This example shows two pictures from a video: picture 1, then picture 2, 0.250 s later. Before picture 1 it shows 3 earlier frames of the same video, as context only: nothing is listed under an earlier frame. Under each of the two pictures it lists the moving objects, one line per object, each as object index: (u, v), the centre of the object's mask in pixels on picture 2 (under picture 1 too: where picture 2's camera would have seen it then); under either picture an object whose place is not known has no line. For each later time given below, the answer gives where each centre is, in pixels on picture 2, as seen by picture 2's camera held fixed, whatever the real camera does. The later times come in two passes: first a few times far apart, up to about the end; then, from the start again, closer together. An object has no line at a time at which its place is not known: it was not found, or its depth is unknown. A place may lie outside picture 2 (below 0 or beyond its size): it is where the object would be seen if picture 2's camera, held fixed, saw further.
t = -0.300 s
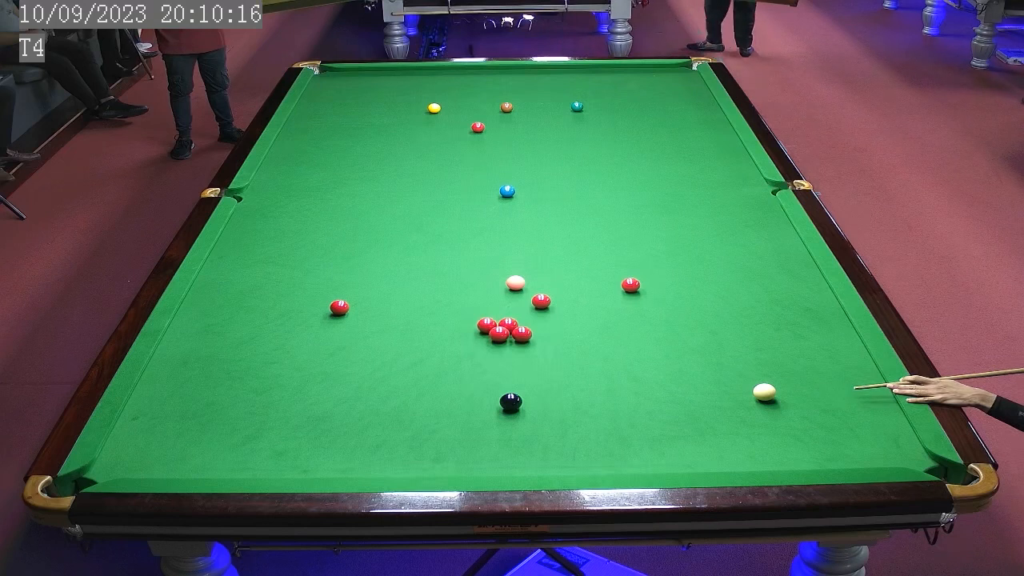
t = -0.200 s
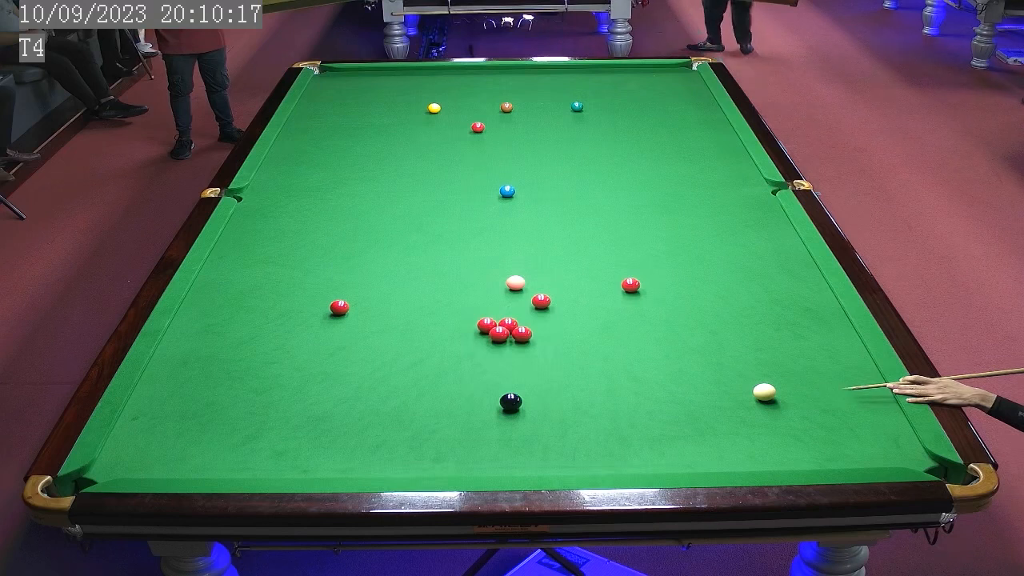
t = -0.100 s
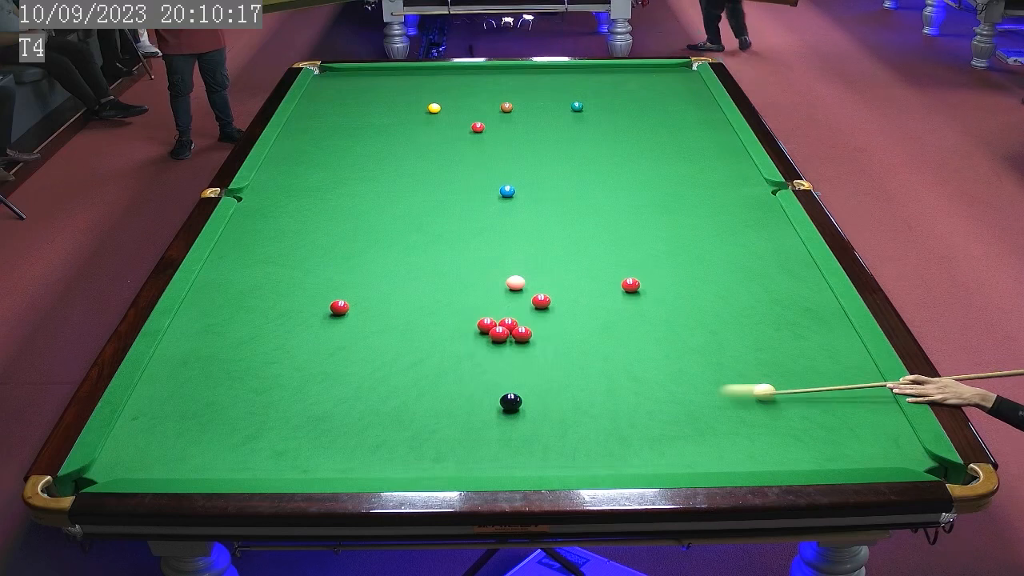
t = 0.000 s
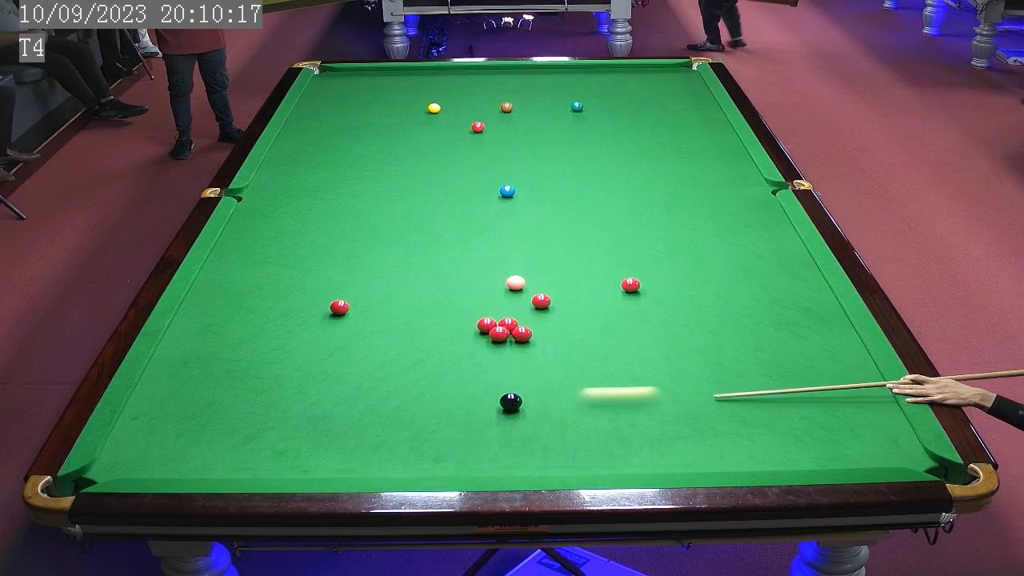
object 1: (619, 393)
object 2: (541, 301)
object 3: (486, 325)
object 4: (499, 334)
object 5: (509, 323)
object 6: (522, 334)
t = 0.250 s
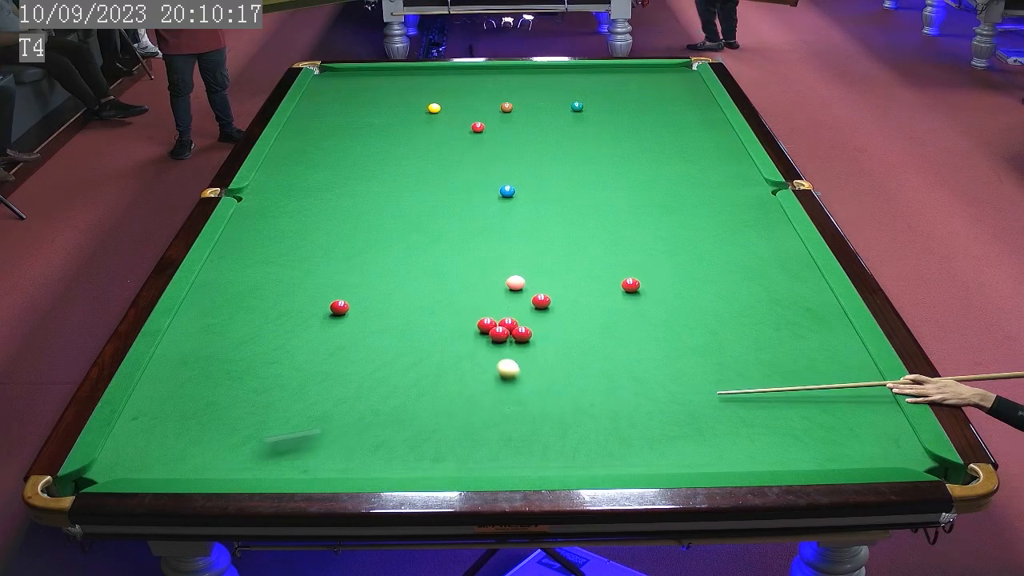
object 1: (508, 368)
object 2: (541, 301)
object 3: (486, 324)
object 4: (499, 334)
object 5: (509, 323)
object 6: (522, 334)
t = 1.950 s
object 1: (508, 337)
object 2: (569, 289)
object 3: (459, 303)
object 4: (453, 340)
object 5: (517, 295)
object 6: (533, 329)
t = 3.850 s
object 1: (508, 337)
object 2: (578, 286)
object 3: (455, 300)
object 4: (452, 340)
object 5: (516, 292)
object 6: (534, 329)
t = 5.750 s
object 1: (508, 337)
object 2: (578, 286)
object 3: (455, 300)
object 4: (452, 340)
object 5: (516, 292)
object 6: (534, 329)
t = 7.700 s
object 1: (508, 338)
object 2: (578, 285)
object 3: (455, 300)
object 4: (452, 340)
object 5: (516, 292)
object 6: (534, 329)
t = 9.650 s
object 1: (508, 338)
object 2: (578, 286)
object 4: (452, 340)
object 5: (516, 292)
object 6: (534, 329)
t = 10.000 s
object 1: (508, 337)
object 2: (578, 286)
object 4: (452, 340)
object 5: (516, 292)
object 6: (534, 329)
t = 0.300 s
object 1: (506, 363)
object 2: (541, 301)
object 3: (486, 324)
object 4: (499, 334)
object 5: (509, 323)
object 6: (522, 334)
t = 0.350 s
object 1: (505, 357)
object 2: (541, 301)
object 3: (486, 324)
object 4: (499, 334)
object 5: (509, 323)
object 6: (522, 334)
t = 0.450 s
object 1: (503, 347)
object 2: (541, 301)
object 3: (486, 324)
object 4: (498, 333)
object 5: (509, 323)
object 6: (522, 334)
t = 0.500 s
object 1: (503, 343)
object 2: (541, 301)
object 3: (486, 324)
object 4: (498, 332)
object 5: (509, 323)
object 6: (522, 334)
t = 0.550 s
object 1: (504, 342)
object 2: (541, 301)
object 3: (485, 323)
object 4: (494, 332)
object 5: (510, 322)
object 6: (522, 334)
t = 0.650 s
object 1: (506, 340)
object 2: (541, 301)
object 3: (482, 321)
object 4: (490, 334)
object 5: (514, 318)
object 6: (522, 334)
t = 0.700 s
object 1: (506, 340)
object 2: (541, 301)
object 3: (481, 321)
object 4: (488, 334)
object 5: (516, 316)
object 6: (523, 333)
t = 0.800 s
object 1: (507, 339)
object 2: (541, 301)
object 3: (478, 319)
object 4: (484, 335)
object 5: (520, 312)
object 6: (525, 332)
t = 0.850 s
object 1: (507, 339)
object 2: (541, 301)
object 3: (477, 318)
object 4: (482, 336)
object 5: (522, 310)
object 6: (525, 332)
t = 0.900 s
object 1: (507, 338)
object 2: (541, 301)
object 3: (476, 317)
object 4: (480, 336)
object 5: (524, 308)
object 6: (526, 331)
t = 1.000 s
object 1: (508, 338)
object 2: (543, 300)
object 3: (474, 315)
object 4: (476, 336)
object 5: (526, 306)
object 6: (528, 331)
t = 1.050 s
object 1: (508, 338)
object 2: (545, 300)
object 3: (472, 314)
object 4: (474, 337)
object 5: (525, 305)
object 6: (529, 330)
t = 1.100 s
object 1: (508, 338)
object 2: (547, 299)
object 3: (471, 313)
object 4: (472, 337)
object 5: (524, 304)
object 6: (530, 330)
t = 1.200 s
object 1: (508, 337)
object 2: (550, 297)
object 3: (469, 312)
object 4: (469, 337)
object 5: (523, 303)
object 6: (531, 329)
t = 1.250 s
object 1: (508, 337)
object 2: (551, 297)
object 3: (469, 311)
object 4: (467, 338)
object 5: (523, 302)
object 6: (531, 329)
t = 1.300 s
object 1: (508, 337)
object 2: (553, 296)
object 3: (468, 311)
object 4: (466, 338)
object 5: (522, 301)
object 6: (532, 329)
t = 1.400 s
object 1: (508, 337)
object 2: (556, 295)
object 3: (466, 309)
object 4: (463, 339)
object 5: (521, 300)
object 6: (532, 329)
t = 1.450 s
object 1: (508, 337)
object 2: (558, 294)
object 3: (465, 309)
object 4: (462, 339)
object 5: (521, 299)
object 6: (533, 329)
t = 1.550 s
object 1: (508, 337)
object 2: (560, 293)
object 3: (464, 307)
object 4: (460, 339)
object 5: (520, 298)
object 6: (533, 329)
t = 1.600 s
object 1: (508, 337)
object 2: (561, 293)
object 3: (463, 307)
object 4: (458, 339)
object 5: (520, 298)
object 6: (533, 329)
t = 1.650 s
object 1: (508, 337)
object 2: (563, 292)
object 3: (462, 306)
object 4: (458, 339)
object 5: (519, 298)
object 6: (533, 329)
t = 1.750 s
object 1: (508, 337)
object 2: (565, 291)
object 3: (461, 305)
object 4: (456, 340)
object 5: (518, 297)
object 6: (533, 329)
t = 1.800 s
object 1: (508, 337)
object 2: (566, 290)
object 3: (460, 305)
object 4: (455, 340)
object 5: (518, 296)
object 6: (533, 329)
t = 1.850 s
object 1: (508, 337)
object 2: (567, 290)
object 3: (460, 304)
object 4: (454, 340)
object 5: (518, 296)
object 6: (533, 329)
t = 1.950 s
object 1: (508, 337)
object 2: (569, 289)
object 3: (459, 303)
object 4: (453, 340)
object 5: (517, 295)
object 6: (533, 329)
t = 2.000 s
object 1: (508, 337)
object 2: (570, 289)
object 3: (458, 303)
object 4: (452, 340)
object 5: (517, 295)
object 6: (534, 329)
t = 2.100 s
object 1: (508, 337)
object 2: (572, 288)
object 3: (457, 302)
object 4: (452, 340)
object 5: (517, 294)
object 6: (534, 329)
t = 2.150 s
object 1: (508, 337)
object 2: (573, 288)
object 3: (457, 302)
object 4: (452, 340)
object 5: (517, 294)
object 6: (534, 329)
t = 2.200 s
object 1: (508, 337)
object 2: (573, 288)
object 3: (457, 302)
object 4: (451, 340)
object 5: (517, 294)
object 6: (534, 329)
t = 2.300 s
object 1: (508, 337)
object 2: (574, 287)
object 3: (457, 301)
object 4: (452, 340)
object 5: (517, 293)
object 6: (534, 329)
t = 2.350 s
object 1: (508, 337)
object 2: (575, 287)
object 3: (456, 301)
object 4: (452, 340)
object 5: (517, 293)
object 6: (534, 329)
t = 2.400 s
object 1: (508, 337)
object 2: (576, 287)
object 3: (456, 301)
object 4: (452, 340)
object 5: (517, 293)
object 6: (534, 329)
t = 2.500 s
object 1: (508, 337)
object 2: (577, 286)
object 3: (456, 301)
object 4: (452, 340)
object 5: (517, 293)
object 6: (534, 329)
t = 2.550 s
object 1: (508, 337)
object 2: (577, 286)
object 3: (456, 301)
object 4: (452, 340)
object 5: (517, 293)
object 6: (534, 329)
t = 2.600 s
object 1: (508, 337)
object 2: (577, 286)
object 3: (455, 300)
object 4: (452, 340)
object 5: (517, 293)
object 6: (534, 329)
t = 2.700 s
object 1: (508, 337)
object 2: (578, 286)
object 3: (455, 300)
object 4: (452, 340)
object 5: (517, 293)
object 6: (534, 329)
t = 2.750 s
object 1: (508, 337)
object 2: (578, 285)
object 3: (455, 300)
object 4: (452, 340)
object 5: (516, 293)
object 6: (534, 329)
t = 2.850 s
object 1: (508, 337)
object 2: (579, 285)
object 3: (455, 300)
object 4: (452, 340)
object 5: (516, 292)
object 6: (534, 329)
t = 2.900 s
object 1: (508, 337)
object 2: (579, 285)
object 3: (455, 300)
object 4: (452, 340)
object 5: (516, 292)
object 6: (534, 329)
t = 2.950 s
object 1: (508, 337)
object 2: (579, 285)
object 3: (455, 300)
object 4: (452, 340)
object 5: (516, 292)
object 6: (534, 329)
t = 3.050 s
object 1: (508, 337)
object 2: (579, 285)
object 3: (455, 300)
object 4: (452, 340)
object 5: (516, 292)
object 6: (534, 329)
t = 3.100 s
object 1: (508, 337)
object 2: (578, 285)
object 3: (455, 300)
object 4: (452, 340)
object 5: (516, 292)
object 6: (534, 329)
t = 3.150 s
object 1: (508, 337)
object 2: (578, 286)
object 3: (455, 300)
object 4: (452, 340)
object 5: (516, 292)
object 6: (534, 329)
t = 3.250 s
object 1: (508, 337)
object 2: (578, 285)
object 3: (455, 300)
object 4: (452, 340)
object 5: (516, 292)
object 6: (534, 329)
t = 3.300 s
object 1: (508, 337)
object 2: (578, 285)
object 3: (455, 300)
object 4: (452, 340)
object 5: (516, 292)
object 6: (534, 329)
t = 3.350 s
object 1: (508, 337)
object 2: (578, 285)
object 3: (455, 300)
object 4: (452, 340)
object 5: (516, 292)
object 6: (534, 329)
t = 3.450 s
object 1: (508, 337)
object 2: (578, 285)
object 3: (455, 300)
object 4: (452, 340)
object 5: (516, 292)
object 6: (534, 329)
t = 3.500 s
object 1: (508, 337)
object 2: (578, 285)
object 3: (455, 300)
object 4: (452, 340)
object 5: (516, 292)
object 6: (534, 329)
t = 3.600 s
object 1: (508, 337)
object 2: (578, 285)
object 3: (455, 300)
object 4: (452, 340)
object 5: (516, 292)
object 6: (534, 329)
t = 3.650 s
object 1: (508, 337)
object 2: (578, 285)
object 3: (455, 300)
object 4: (452, 340)
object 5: (516, 292)
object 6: (534, 329)
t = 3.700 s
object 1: (508, 337)
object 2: (578, 285)
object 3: (455, 300)
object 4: (452, 340)
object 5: (516, 292)
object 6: (534, 329)
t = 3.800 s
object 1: (508, 337)
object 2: (578, 286)
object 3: (455, 300)
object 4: (452, 340)
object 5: (516, 292)
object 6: (534, 329)
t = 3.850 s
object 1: (508, 337)
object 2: (578, 286)
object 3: (455, 300)
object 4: (452, 340)
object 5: (516, 292)
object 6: (534, 329)
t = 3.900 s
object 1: (508, 337)
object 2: (578, 286)
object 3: (455, 300)
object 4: (452, 340)
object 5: (516, 292)
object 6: (534, 329)
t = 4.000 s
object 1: (508, 337)
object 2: (578, 286)
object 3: (455, 300)
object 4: (452, 340)
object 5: (516, 292)
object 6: (534, 329)
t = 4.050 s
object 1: (508, 337)
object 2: (578, 286)
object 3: (455, 300)
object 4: (452, 340)
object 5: (516, 292)
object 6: (534, 329)
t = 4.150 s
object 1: (508, 337)
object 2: (578, 286)
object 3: (455, 300)
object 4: (452, 340)
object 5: (516, 292)
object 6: (534, 329)
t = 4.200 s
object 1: (508, 337)
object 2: (578, 286)
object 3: (455, 300)
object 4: (452, 340)
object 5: (516, 292)
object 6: (534, 329)
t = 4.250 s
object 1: (508, 337)
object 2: (578, 286)
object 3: (455, 300)
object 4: (452, 340)
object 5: (516, 292)
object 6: (534, 329)
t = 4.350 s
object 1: (508, 337)
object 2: (578, 286)
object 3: (455, 300)
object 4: (452, 340)
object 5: (516, 292)
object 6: (534, 329)
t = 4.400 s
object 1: (508, 337)
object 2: (578, 286)
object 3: (455, 300)
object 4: (452, 340)
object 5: (516, 292)
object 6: (534, 329)
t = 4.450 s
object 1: (508, 337)
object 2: (578, 286)
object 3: (455, 300)
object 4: (452, 340)
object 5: (516, 292)
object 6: (534, 329)
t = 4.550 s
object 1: (508, 337)
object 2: (578, 286)
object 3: (455, 300)
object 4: (452, 340)
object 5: (516, 292)
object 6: (534, 329)
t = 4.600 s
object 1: (508, 337)
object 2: (578, 286)
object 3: (455, 300)
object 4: (452, 340)
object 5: (516, 292)
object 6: (534, 329)
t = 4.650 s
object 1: (508, 337)
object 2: (578, 285)
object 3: (455, 300)
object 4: (452, 340)
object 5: (516, 292)
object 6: (534, 329)
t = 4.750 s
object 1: (508, 337)
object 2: (578, 286)
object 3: (455, 300)
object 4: (452, 340)
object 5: (516, 292)
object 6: (534, 329)
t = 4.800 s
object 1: (508, 337)
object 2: (578, 286)
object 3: (455, 300)
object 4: (452, 340)
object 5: (516, 292)
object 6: (534, 329)
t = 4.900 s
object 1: (508, 337)
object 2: (578, 286)
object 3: (455, 300)
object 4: (452, 340)
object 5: (516, 292)
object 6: (534, 329)
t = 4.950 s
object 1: (508, 337)
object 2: (578, 286)
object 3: (455, 300)
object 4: (452, 340)
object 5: (516, 292)
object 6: (534, 329)
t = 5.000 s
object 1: (508, 337)
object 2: (578, 286)
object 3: (455, 300)
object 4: (452, 340)
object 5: (516, 292)
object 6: (534, 329)
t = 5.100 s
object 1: (508, 337)
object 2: (578, 286)
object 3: (455, 300)
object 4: (452, 340)
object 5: (516, 292)
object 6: (534, 329)
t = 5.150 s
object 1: (508, 337)
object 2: (578, 286)
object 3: (455, 300)
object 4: (452, 340)
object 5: (516, 292)
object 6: (534, 329)
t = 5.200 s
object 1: (508, 337)
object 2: (578, 286)
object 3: (455, 300)
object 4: (452, 340)
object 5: (516, 292)
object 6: (534, 329)
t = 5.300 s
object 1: (508, 337)
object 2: (578, 286)
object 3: (455, 300)
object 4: (452, 340)
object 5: (516, 292)
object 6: (534, 329)
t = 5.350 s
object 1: (508, 337)
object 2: (578, 286)
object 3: (455, 300)
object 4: (452, 340)
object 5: (516, 292)
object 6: (534, 329)
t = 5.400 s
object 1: (508, 337)
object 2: (578, 286)
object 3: (455, 300)
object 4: (452, 340)
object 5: (516, 292)
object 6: (534, 329)
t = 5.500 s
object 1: (508, 337)
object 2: (578, 286)
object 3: (455, 300)
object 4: (452, 340)
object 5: (516, 292)
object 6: (534, 329)
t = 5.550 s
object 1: (508, 337)
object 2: (578, 286)
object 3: (455, 300)
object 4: (452, 340)
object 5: (516, 292)
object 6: (534, 329)
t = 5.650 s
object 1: (508, 337)
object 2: (578, 286)
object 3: (455, 300)
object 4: (452, 340)
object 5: (516, 292)
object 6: (534, 329)
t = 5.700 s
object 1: (508, 337)
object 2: (578, 286)
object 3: (455, 300)
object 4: (452, 340)
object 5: (516, 292)
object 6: (534, 329)
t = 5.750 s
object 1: (508, 337)
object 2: (578, 286)
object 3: (455, 300)
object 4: (452, 340)
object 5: (516, 292)
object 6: (534, 329)
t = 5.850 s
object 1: (508, 337)
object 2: (578, 285)
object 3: (455, 300)
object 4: (452, 340)
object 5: (516, 292)
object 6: (534, 329)
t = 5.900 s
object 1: (508, 337)
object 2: (578, 285)
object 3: (455, 300)
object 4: (452, 340)
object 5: (516, 292)
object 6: (534, 329)
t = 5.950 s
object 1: (508, 337)
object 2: (578, 286)
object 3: (455, 300)
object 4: (452, 340)
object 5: (516, 292)
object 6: (534, 329)
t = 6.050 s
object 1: (508, 338)
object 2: (578, 286)
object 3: (455, 300)
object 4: (452, 340)
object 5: (516, 292)
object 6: (534, 329)
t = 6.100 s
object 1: (508, 338)
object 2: (578, 286)
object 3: (455, 300)
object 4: (452, 340)
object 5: (516, 292)
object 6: (534, 329)
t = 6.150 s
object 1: (508, 338)
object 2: (578, 286)
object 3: (455, 300)
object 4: (452, 340)
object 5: (516, 292)
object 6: (534, 329)
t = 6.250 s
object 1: (508, 337)
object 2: (578, 286)
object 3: (455, 300)
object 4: (452, 340)
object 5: (516, 292)
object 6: (534, 329)
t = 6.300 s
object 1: (508, 338)
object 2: (578, 285)
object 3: (455, 300)
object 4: (452, 340)
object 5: (516, 292)
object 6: (534, 329)
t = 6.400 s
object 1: (508, 338)
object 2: (578, 286)
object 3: (455, 300)
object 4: (452, 340)
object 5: (516, 292)
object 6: (534, 329)
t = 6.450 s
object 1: (508, 338)
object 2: (578, 286)
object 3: (455, 300)
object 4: (452, 340)
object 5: (516, 292)
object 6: (534, 329)
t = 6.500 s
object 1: (508, 338)
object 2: (578, 286)
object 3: (455, 300)
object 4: (452, 340)
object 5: (516, 292)
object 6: (534, 329)
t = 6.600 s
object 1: (508, 338)
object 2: (578, 286)
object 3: (455, 300)
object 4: (452, 340)
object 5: (516, 292)
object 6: (534, 329)
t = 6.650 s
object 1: (508, 338)
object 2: (578, 285)
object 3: (456, 300)
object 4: (452, 340)
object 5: (516, 292)
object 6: (534, 329)
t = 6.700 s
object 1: (508, 338)
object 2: (578, 286)
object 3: (456, 300)
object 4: (452, 340)
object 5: (516, 292)
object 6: (534, 329)
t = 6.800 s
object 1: (508, 338)
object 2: (578, 286)
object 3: (456, 300)
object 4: (452, 340)
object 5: (516, 292)
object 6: (534, 329)
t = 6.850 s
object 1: (508, 338)
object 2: (578, 286)
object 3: (456, 301)
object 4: (452, 340)
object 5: (516, 292)
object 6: (534, 329)
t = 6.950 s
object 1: (508, 338)
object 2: (578, 286)
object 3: (456, 301)
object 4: (452, 340)
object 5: (516, 292)
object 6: (534, 329)
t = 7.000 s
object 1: (508, 338)
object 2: (578, 286)
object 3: (456, 301)
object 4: (452, 340)
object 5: (516, 292)
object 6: (534, 329)
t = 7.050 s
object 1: (508, 338)
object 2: (578, 285)
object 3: (456, 300)
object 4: (452, 340)
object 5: (516, 292)
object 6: (534, 329)
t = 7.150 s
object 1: (508, 338)
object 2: (578, 285)
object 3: (456, 301)
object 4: (452, 340)
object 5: (516, 292)
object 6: (534, 329)
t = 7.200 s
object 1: (508, 337)
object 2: (578, 286)
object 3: (456, 300)
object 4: (452, 340)
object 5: (516, 292)
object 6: (534, 329)
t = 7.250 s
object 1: (508, 338)
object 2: (578, 285)
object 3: (456, 300)
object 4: (452, 340)
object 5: (516, 292)
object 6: (534, 329)
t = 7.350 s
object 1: (508, 338)
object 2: (578, 286)
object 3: (456, 300)
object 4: (452, 340)
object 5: (516, 292)
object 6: (534, 329)
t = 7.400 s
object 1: (508, 338)
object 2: (578, 286)
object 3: (455, 300)
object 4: (452, 340)
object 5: (516, 292)
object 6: (534, 329)
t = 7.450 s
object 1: (508, 338)
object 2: (578, 286)
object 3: (455, 300)
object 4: (452, 340)
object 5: (516, 292)
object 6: (534, 329)
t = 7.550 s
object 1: (508, 338)
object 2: (578, 286)
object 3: (455, 300)
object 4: (452, 340)
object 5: (516, 292)
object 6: (534, 329)
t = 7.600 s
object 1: (508, 338)
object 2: (578, 285)
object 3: (455, 300)
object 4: (452, 340)
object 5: (516, 292)
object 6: (534, 329)
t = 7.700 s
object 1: (508, 338)
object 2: (578, 285)
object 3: (455, 300)
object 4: (452, 340)
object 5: (516, 292)
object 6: (534, 329)
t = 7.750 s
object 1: (508, 338)
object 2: (578, 285)
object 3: (455, 300)
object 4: (452, 340)
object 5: (516, 292)
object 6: (534, 329)
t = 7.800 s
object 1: (508, 337)
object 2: (578, 286)
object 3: (455, 300)
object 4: (452, 340)
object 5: (516, 292)
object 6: (534, 329)
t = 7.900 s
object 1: (508, 338)
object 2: (578, 286)
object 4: (452, 340)
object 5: (516, 292)
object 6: (534, 329)
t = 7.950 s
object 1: (508, 337)
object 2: (578, 286)
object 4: (452, 340)
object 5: (516, 292)
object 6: (534, 329)
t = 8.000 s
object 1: (508, 337)
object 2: (578, 286)
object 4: (452, 340)
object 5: (516, 292)
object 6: (534, 329)
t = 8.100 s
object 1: (508, 337)
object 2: (578, 286)
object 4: (452, 340)
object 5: (516, 292)
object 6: (534, 329)
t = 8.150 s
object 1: (508, 337)
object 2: (578, 286)
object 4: (452, 340)
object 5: (516, 292)
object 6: (534, 329)
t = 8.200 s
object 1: (508, 337)
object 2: (578, 286)
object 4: (452, 340)
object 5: (516, 292)
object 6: (534, 329)
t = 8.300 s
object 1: (508, 337)
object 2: (578, 286)
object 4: (452, 340)
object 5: (516, 292)
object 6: (534, 329)
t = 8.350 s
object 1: (508, 337)
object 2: (578, 286)
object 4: (452, 340)
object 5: (516, 292)
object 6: (534, 329)
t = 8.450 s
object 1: (508, 337)
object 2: (578, 286)
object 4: (452, 340)
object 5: (516, 292)
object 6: (534, 329)
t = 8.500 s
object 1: (508, 337)
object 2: (578, 286)
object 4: (452, 340)
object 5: (516, 292)
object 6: (534, 329)
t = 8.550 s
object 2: (578, 286)
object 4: (452, 340)
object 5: (516, 292)
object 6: (534, 327)
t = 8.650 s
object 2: (578, 286)
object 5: (516, 292)
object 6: (534, 330)
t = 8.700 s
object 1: (508, 337)
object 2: (578, 286)
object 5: (516, 292)
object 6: (534, 330)
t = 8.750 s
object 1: (508, 338)
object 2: (578, 286)
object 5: (516, 292)
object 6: (534, 330)
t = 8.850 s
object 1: (508, 338)
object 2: (578, 286)
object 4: (452, 340)
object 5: (516, 292)
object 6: (534, 330)
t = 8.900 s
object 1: (508, 338)
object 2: (578, 286)
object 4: (452, 340)
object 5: (516, 292)
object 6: (534, 330)
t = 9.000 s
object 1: (508, 338)
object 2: (578, 286)
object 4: (452, 340)
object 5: (516, 292)
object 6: (534, 330)
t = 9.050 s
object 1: (508, 338)
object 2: (578, 286)
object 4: (452, 340)
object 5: (516, 292)
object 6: (534, 330)
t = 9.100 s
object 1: (508, 338)
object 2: (578, 286)
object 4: (452, 340)
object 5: (516, 292)
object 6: (534, 330)
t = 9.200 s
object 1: (508, 338)
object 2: (578, 286)
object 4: (452, 340)
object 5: (516, 292)
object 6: (534, 330)
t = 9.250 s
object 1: (508, 338)
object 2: (578, 285)
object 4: (452, 340)
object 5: (516, 292)
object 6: (534, 330)
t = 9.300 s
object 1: (508, 338)
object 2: (578, 285)
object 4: (452, 340)
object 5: (516, 292)
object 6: (534, 330)
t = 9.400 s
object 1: (508, 338)
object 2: (578, 285)
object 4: (452, 340)
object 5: (516, 292)
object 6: (534, 329)
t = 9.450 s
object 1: (508, 338)
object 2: (578, 286)
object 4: (452, 340)
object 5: (516, 292)
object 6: (534, 329)
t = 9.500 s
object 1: (508, 338)
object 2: (578, 286)
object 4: (452, 340)
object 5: (516, 292)
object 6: (534, 329)
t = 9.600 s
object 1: (508, 338)
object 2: (578, 286)
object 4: (452, 340)
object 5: (516, 292)
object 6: (534, 329)
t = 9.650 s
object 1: (508, 338)
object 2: (578, 286)
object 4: (452, 340)
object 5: (516, 292)
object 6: (534, 329)
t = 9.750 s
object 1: (508, 337)
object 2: (578, 286)
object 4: (452, 340)
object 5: (516, 292)
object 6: (534, 329)
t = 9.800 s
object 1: (508, 337)
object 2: (578, 286)
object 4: (452, 340)
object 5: (516, 292)
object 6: (534, 329)
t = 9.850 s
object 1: (508, 337)
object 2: (578, 286)
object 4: (452, 340)
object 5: (516, 292)
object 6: (534, 329)
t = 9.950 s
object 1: (508, 337)
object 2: (578, 286)
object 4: (452, 340)
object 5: (516, 292)
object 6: (534, 329)
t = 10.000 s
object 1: (508, 337)
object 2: (578, 286)
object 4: (452, 340)
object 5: (516, 292)
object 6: (534, 329)
